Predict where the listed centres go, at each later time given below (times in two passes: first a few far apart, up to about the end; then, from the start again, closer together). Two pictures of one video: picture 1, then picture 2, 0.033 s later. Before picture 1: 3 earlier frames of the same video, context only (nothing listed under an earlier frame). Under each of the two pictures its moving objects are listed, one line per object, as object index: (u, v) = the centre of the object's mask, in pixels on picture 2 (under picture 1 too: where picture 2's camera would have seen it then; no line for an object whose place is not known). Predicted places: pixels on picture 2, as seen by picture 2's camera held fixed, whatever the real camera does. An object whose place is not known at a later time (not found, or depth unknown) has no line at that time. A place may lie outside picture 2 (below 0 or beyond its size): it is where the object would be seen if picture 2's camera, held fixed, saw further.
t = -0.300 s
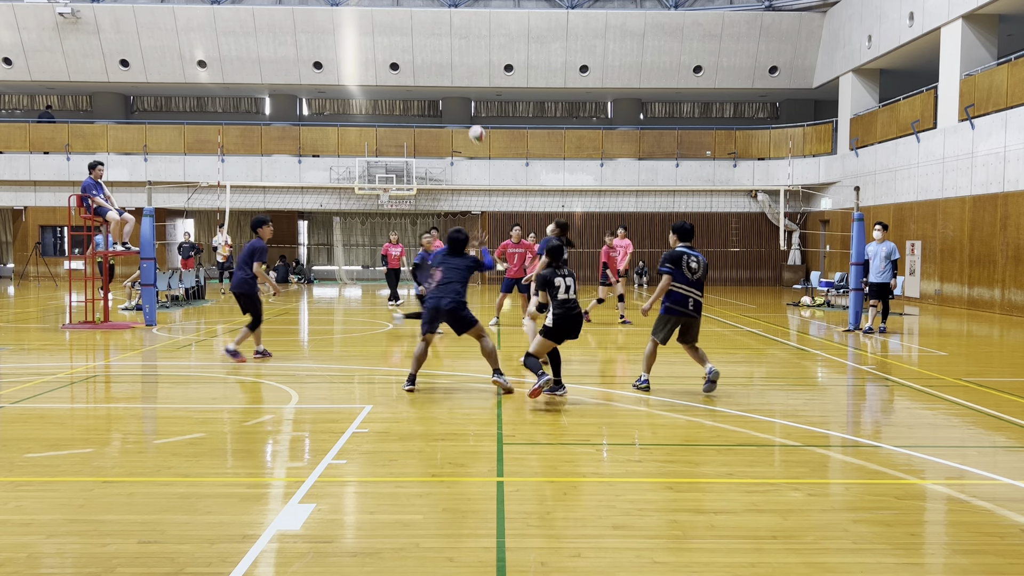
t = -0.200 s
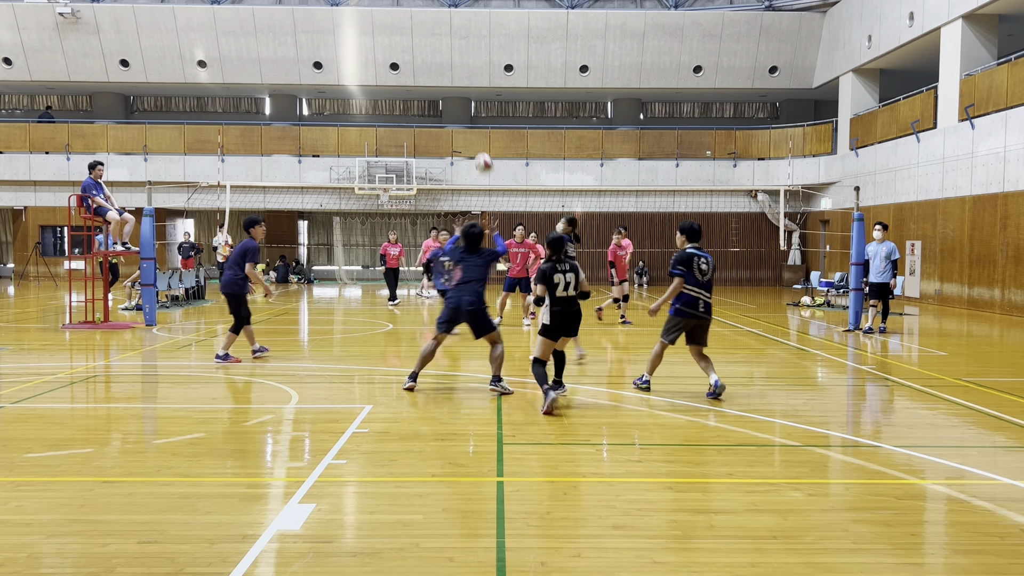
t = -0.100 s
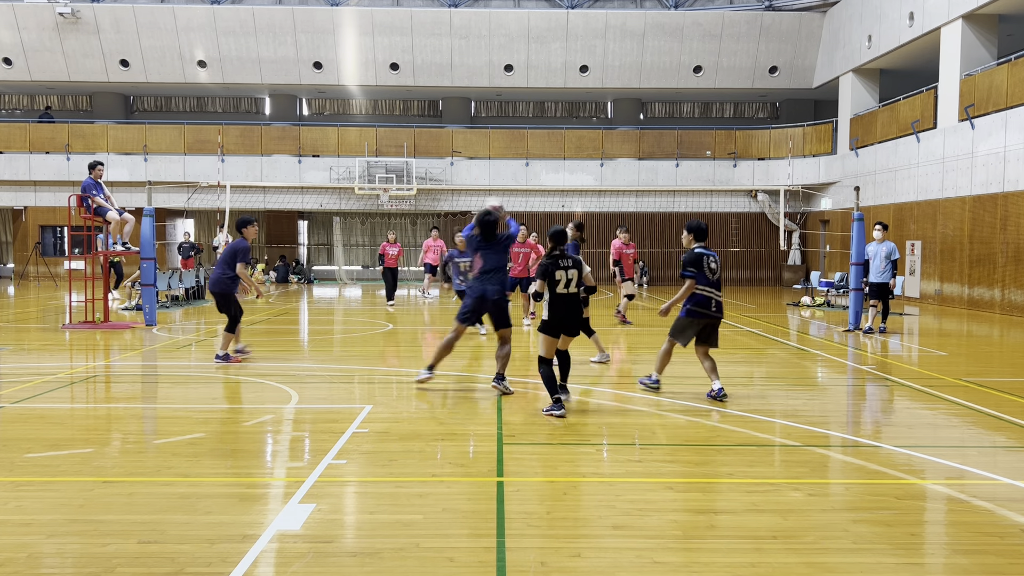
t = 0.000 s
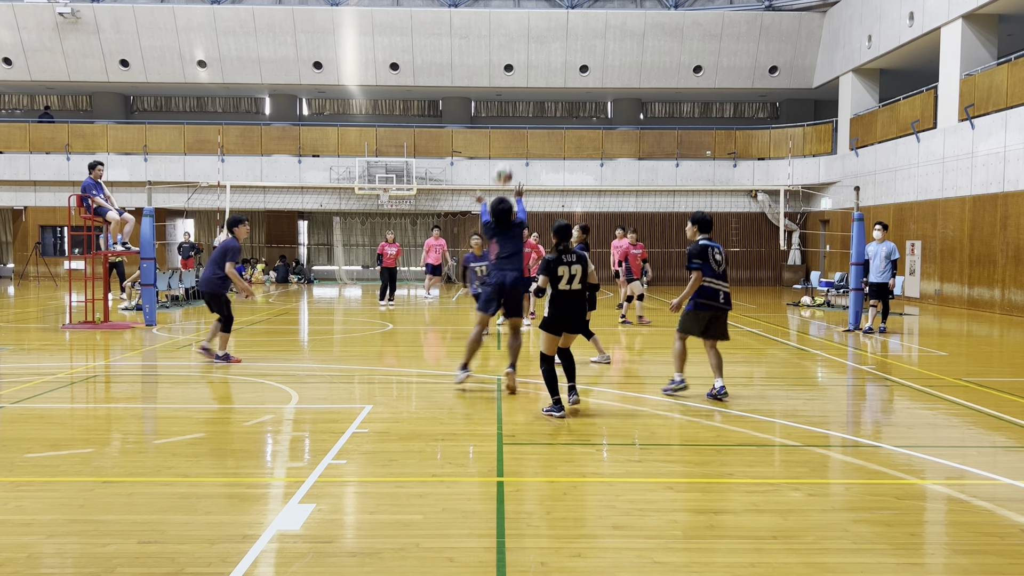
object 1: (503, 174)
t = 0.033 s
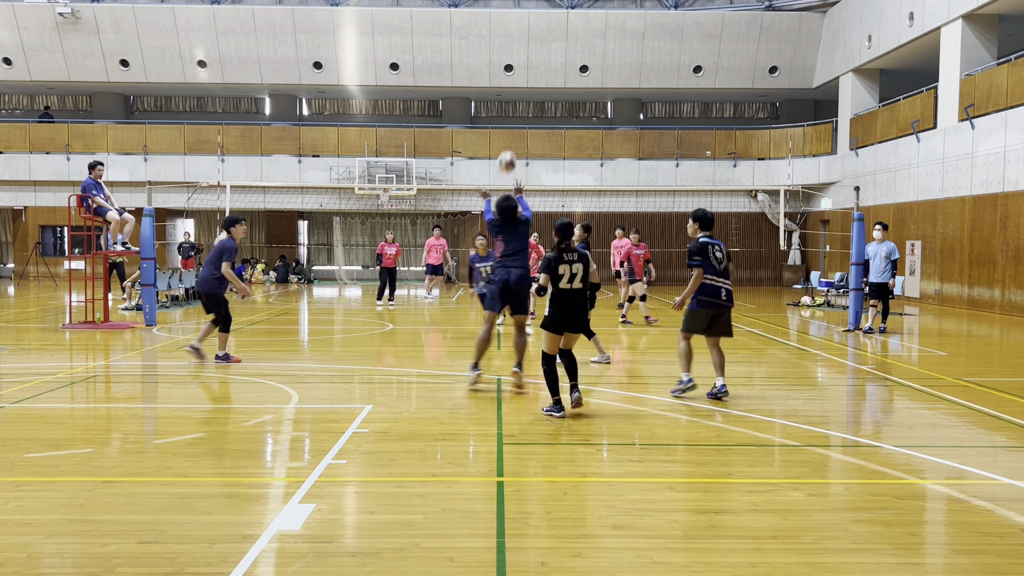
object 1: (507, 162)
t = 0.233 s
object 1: (526, 117)
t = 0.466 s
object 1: (545, 115)
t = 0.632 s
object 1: (556, 138)
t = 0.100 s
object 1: (512, 142)
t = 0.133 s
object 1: (516, 134)
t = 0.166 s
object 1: (520, 128)
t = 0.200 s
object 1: (523, 122)
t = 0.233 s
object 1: (526, 117)
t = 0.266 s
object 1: (529, 114)
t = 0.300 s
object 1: (532, 112)
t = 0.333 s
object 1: (534, 111)
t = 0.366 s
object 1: (537, 110)
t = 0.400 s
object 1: (540, 111)
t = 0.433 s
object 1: (542, 113)
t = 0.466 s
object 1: (545, 115)
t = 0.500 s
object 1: (547, 118)
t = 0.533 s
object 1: (549, 122)
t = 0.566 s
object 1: (552, 127)
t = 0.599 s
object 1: (554, 132)
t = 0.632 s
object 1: (556, 138)
